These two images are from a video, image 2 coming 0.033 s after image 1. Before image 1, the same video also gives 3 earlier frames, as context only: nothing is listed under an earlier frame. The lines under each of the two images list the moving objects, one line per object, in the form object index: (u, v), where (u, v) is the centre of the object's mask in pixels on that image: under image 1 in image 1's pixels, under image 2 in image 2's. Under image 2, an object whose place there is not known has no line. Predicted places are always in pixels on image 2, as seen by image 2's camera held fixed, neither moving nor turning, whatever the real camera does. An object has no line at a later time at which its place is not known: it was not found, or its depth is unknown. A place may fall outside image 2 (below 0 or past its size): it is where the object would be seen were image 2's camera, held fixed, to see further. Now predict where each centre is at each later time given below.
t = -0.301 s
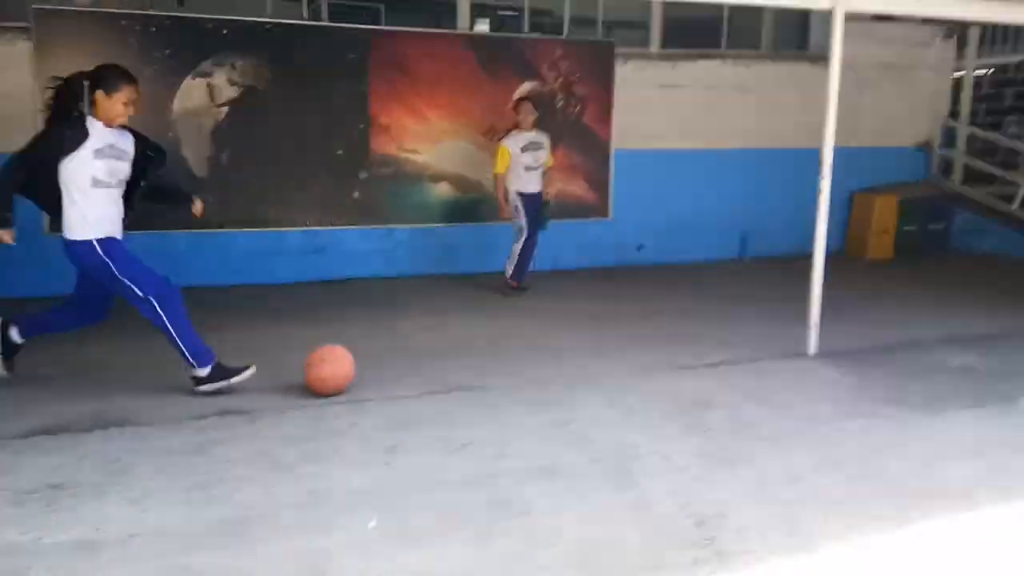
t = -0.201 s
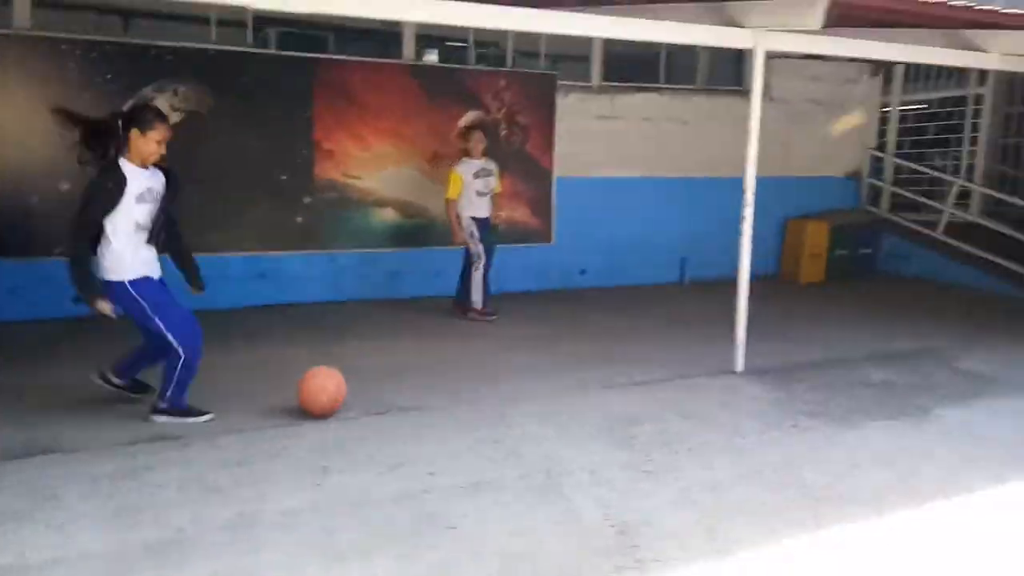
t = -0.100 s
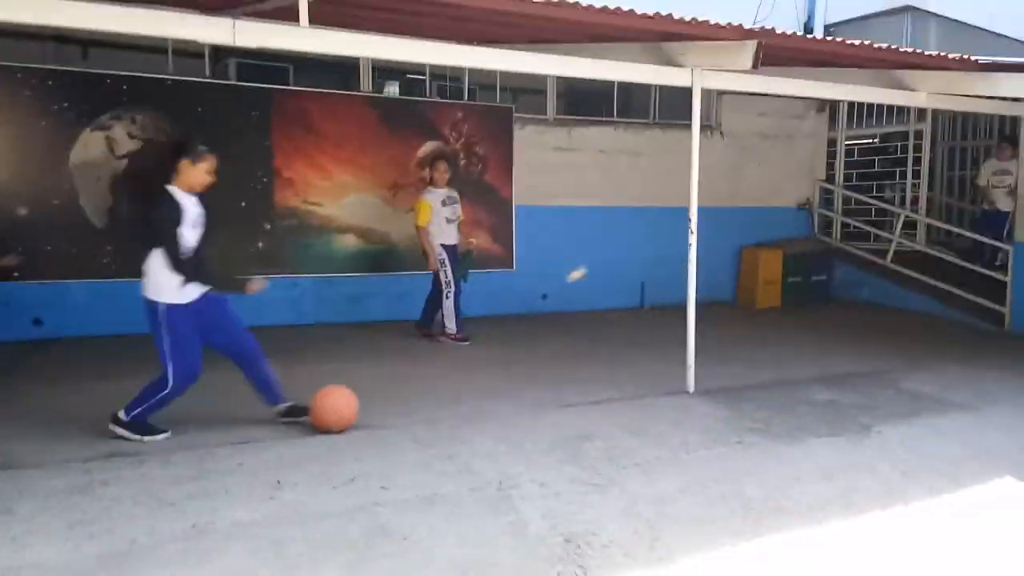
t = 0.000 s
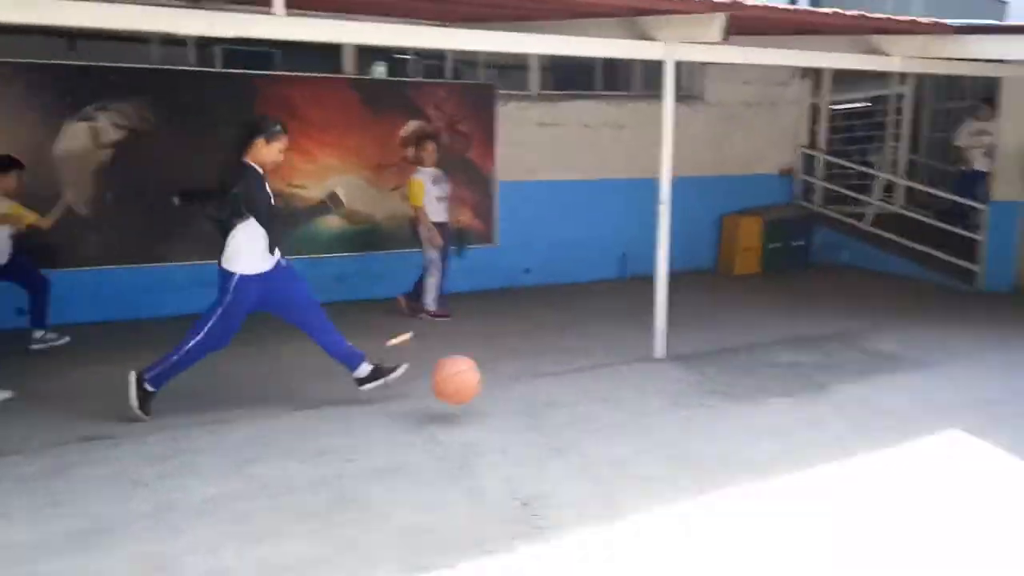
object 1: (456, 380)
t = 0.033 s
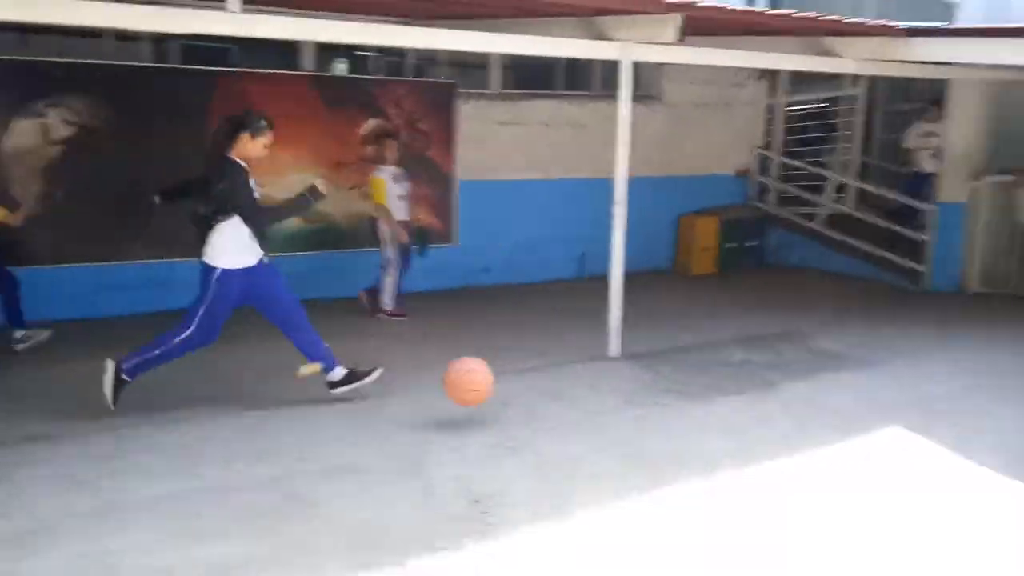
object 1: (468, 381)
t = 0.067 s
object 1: (531, 385)
